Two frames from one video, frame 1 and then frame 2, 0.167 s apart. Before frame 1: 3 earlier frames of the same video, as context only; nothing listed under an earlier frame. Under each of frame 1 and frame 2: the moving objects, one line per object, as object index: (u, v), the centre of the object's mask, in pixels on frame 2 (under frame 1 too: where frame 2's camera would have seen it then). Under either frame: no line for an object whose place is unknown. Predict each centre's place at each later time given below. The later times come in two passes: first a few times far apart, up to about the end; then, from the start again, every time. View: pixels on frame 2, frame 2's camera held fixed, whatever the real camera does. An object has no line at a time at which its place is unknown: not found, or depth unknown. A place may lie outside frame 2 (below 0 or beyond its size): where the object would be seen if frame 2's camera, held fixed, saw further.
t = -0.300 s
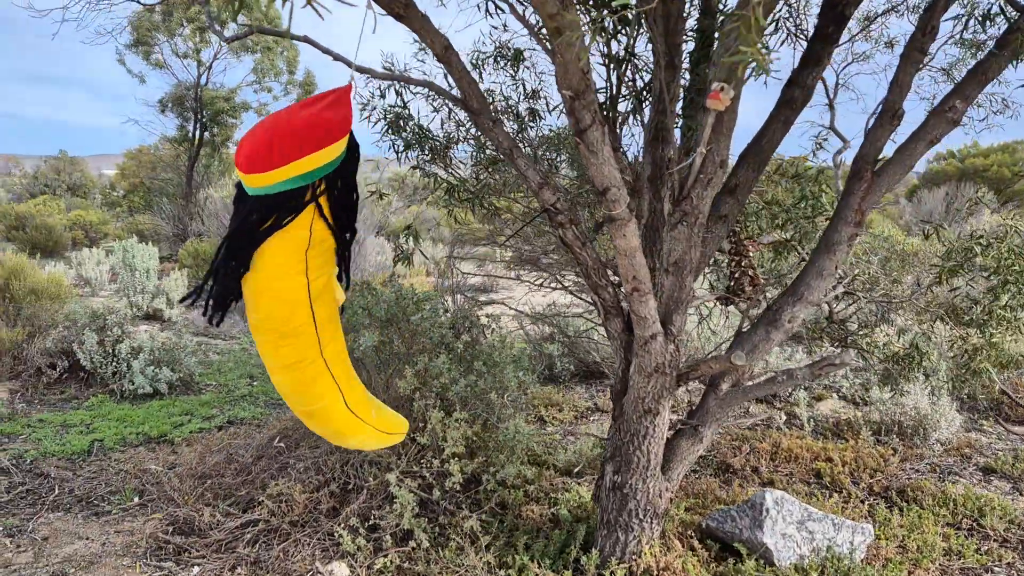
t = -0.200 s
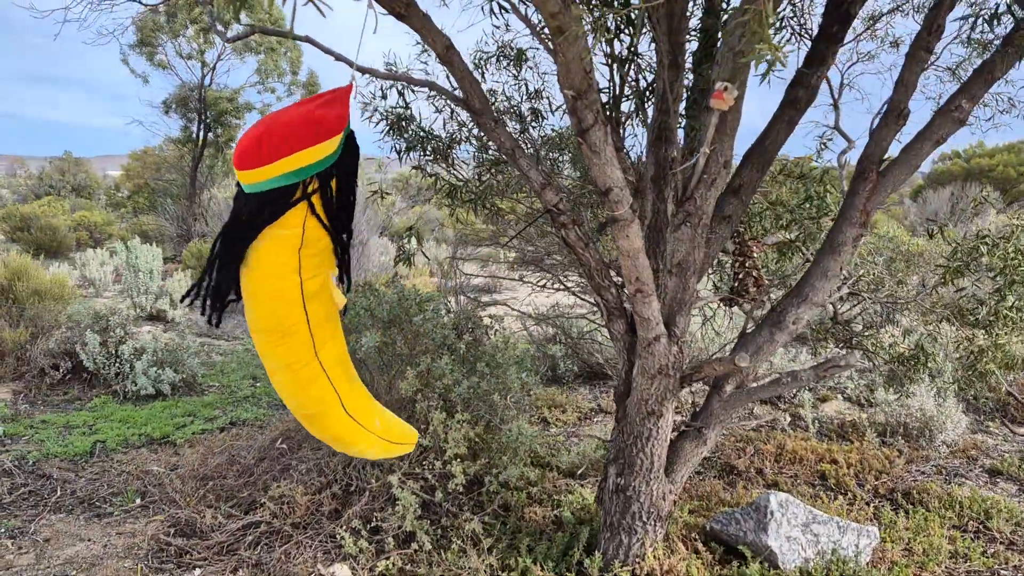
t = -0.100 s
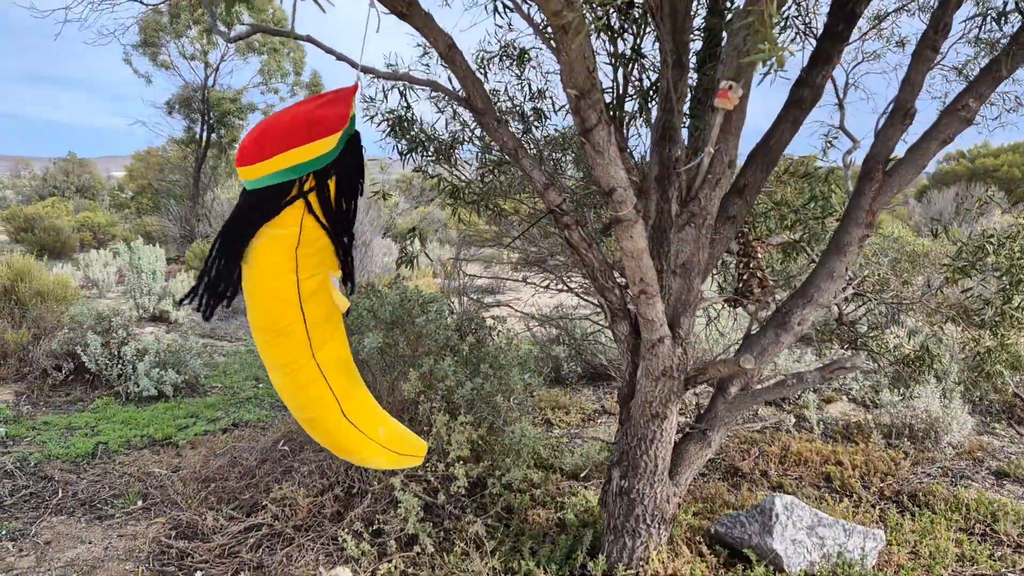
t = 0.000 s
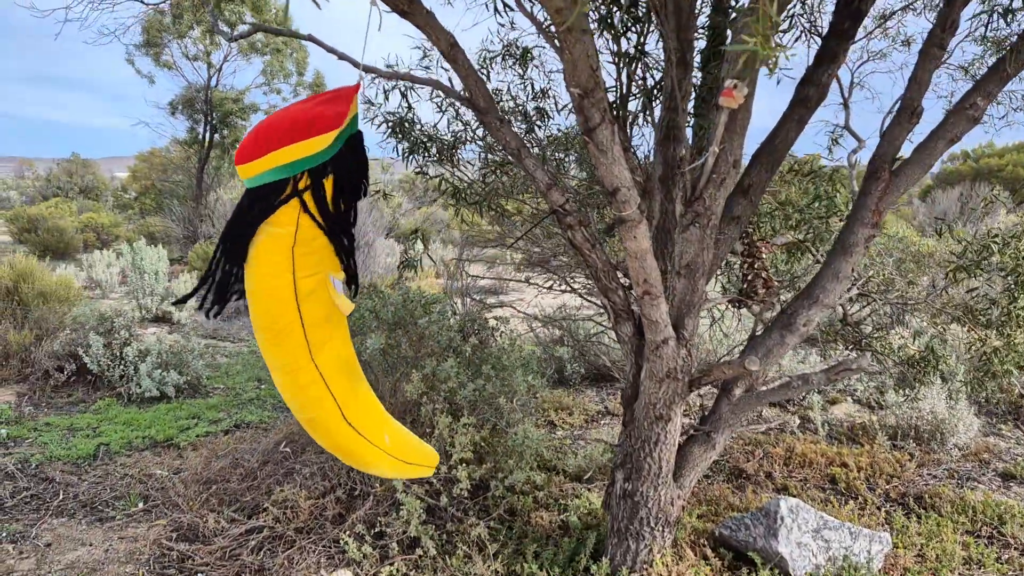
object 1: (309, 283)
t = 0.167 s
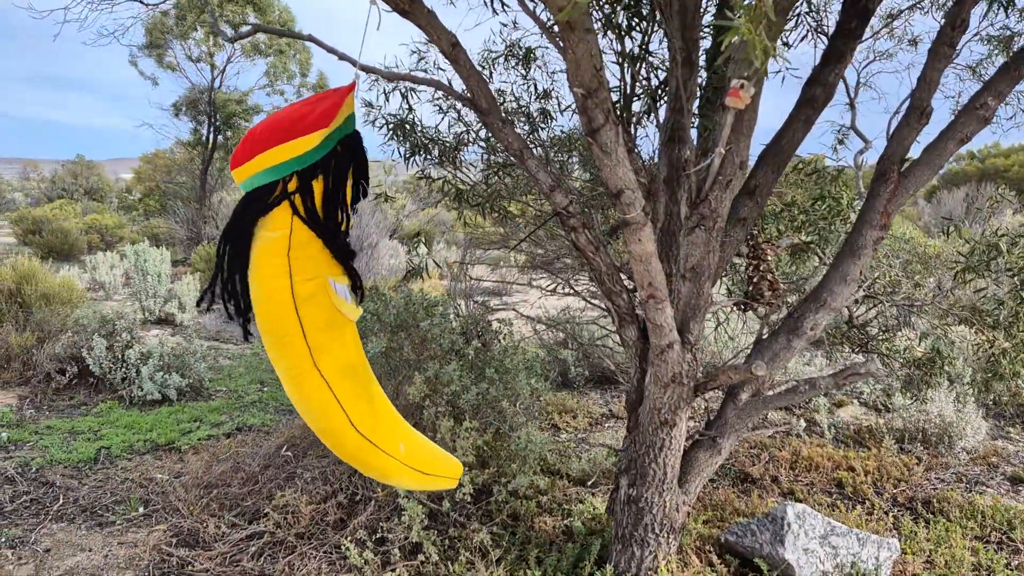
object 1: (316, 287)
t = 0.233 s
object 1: (321, 288)
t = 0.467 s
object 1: (340, 293)
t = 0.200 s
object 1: (319, 287)
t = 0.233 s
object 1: (321, 288)
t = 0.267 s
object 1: (323, 289)
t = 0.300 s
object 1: (326, 290)
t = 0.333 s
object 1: (329, 291)
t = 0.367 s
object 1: (332, 291)
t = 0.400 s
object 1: (334, 292)
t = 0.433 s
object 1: (338, 292)
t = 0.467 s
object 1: (340, 293)
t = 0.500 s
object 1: (343, 293)
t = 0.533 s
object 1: (346, 293)
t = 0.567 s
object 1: (348, 294)
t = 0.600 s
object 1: (350, 294)
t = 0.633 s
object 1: (352, 294)
